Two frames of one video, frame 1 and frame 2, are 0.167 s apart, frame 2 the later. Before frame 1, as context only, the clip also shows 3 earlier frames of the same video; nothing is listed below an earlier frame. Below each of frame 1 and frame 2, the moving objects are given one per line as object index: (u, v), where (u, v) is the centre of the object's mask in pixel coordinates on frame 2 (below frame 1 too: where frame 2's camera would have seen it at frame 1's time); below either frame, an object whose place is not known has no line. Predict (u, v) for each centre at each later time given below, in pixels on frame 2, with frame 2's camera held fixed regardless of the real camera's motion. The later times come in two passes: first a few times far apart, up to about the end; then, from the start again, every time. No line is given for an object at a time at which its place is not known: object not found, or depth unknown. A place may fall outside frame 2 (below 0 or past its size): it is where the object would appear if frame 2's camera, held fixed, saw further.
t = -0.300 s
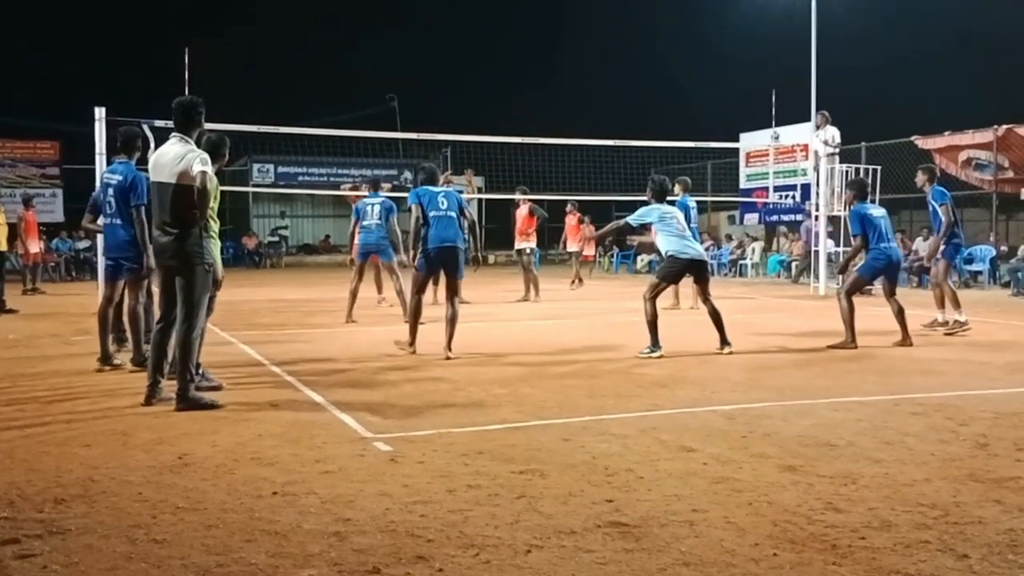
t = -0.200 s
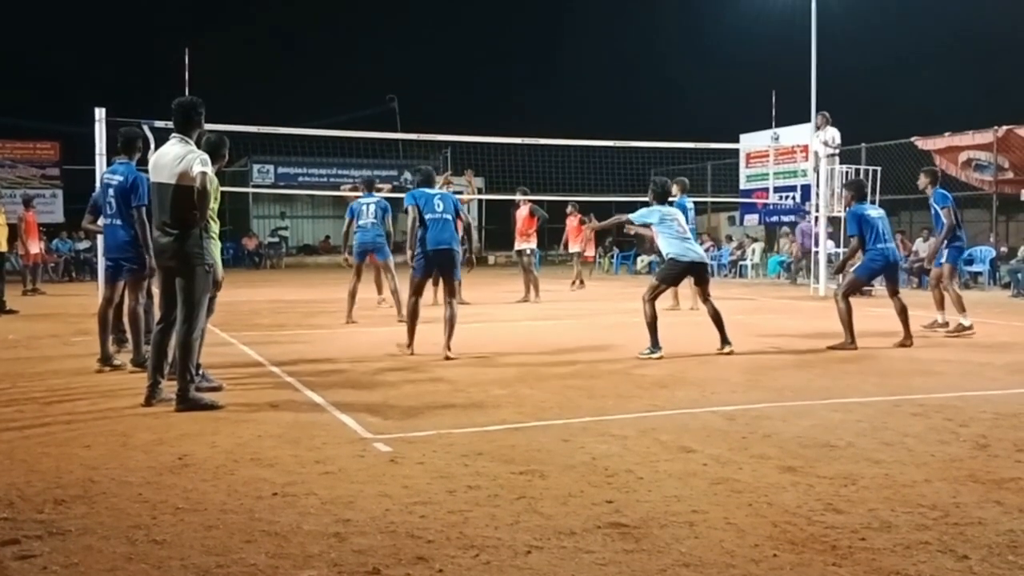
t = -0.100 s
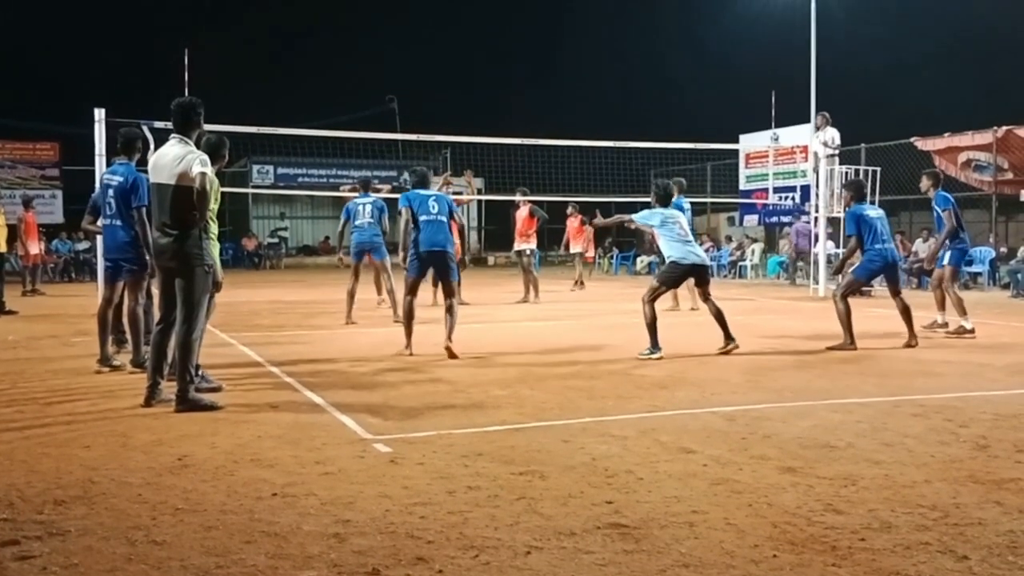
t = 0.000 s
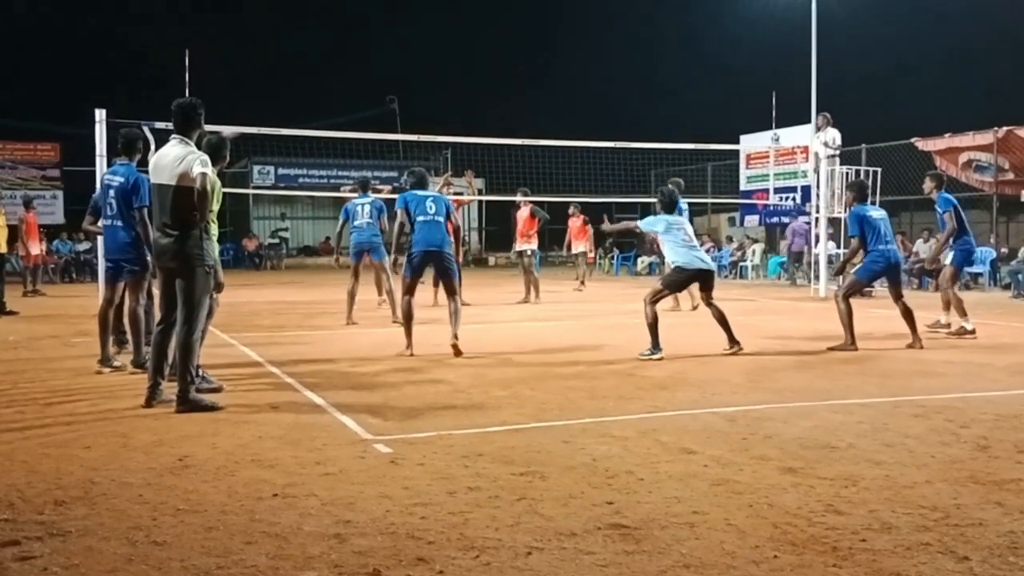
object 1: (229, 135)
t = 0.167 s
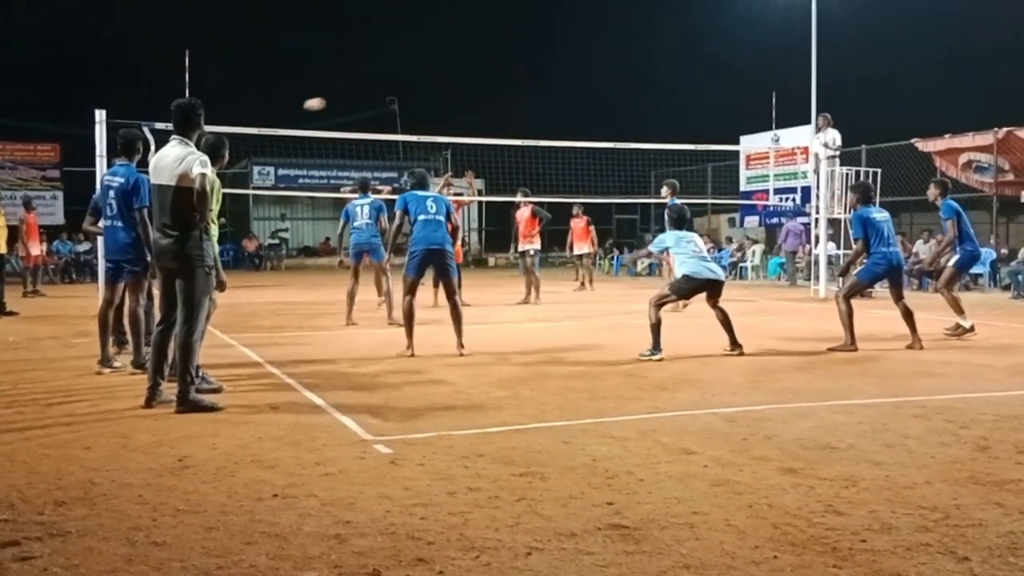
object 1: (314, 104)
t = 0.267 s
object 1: (375, 94)
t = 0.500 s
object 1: (548, 101)
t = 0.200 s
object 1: (333, 100)
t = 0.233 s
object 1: (354, 96)
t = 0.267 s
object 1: (375, 94)
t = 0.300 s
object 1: (397, 92)
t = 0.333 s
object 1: (419, 91)
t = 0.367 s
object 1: (443, 91)
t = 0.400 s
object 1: (468, 92)
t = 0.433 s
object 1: (493, 94)
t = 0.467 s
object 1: (520, 97)
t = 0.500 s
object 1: (548, 101)
